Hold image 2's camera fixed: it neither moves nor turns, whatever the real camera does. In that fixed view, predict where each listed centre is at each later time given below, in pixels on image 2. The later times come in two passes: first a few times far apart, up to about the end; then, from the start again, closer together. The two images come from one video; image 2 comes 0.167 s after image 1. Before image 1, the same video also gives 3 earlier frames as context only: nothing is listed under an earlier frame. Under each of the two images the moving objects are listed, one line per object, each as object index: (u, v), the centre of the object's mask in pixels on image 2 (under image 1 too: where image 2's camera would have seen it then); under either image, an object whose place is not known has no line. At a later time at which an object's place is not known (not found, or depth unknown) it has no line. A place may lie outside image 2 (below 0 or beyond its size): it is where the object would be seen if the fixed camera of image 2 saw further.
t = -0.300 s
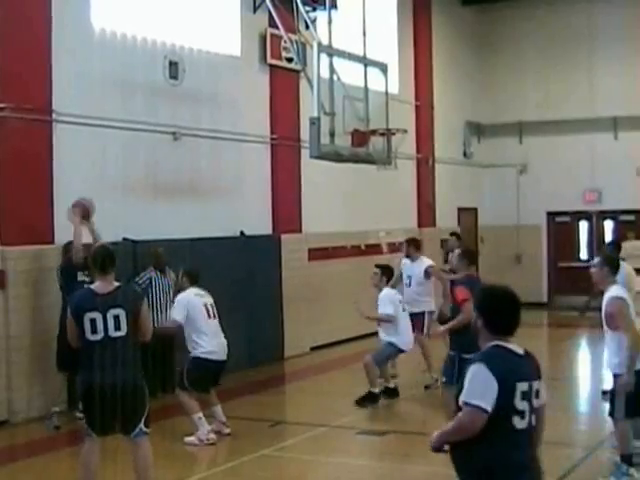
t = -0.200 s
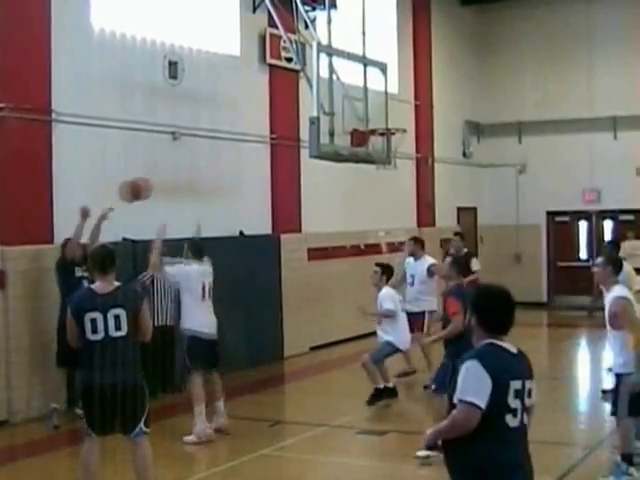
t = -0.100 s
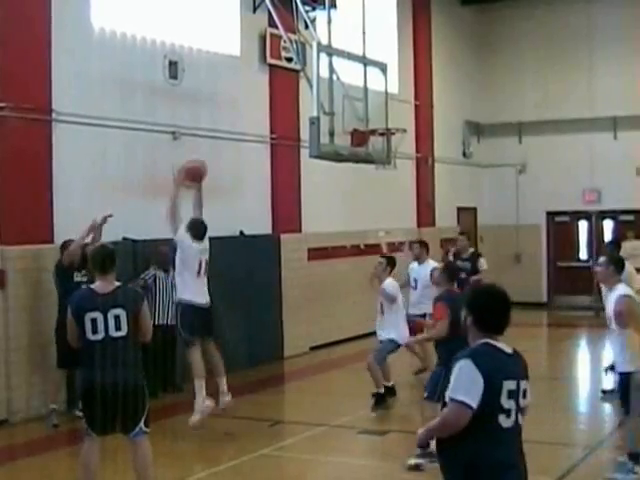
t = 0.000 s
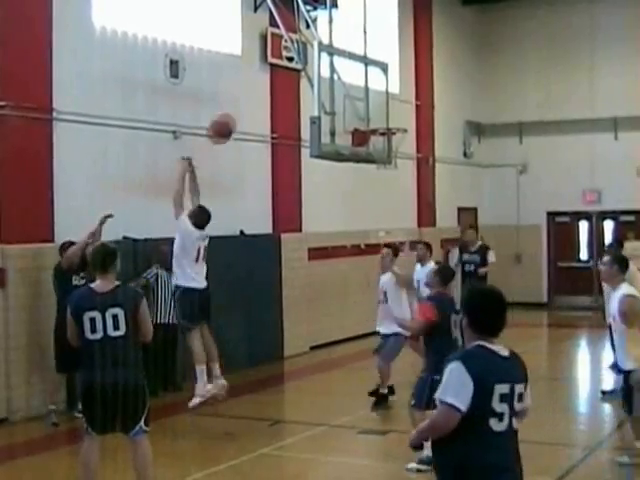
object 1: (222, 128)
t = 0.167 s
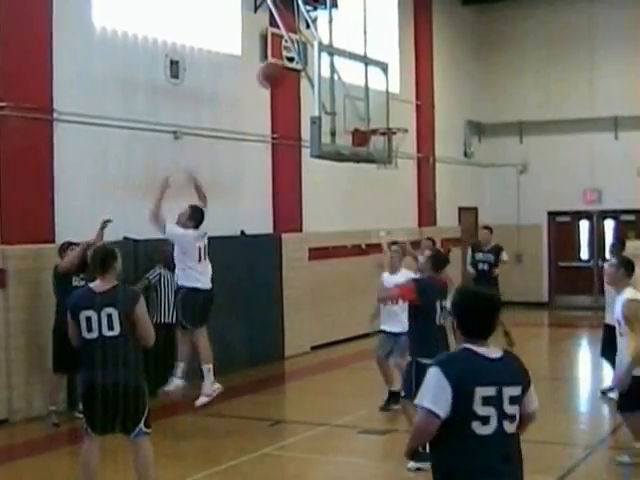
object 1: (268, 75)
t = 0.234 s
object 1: (295, 58)
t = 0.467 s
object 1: (378, 46)
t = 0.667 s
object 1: (461, 91)
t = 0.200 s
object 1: (280, 63)
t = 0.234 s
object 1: (295, 58)
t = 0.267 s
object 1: (305, 52)
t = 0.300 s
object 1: (314, 48)
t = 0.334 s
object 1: (327, 45)
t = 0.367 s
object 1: (340, 43)
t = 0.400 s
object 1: (351, 43)
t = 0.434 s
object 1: (365, 44)
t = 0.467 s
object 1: (378, 46)
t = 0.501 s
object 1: (391, 49)
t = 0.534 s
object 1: (402, 54)
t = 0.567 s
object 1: (416, 61)
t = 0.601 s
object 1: (434, 70)
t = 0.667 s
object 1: (461, 91)
